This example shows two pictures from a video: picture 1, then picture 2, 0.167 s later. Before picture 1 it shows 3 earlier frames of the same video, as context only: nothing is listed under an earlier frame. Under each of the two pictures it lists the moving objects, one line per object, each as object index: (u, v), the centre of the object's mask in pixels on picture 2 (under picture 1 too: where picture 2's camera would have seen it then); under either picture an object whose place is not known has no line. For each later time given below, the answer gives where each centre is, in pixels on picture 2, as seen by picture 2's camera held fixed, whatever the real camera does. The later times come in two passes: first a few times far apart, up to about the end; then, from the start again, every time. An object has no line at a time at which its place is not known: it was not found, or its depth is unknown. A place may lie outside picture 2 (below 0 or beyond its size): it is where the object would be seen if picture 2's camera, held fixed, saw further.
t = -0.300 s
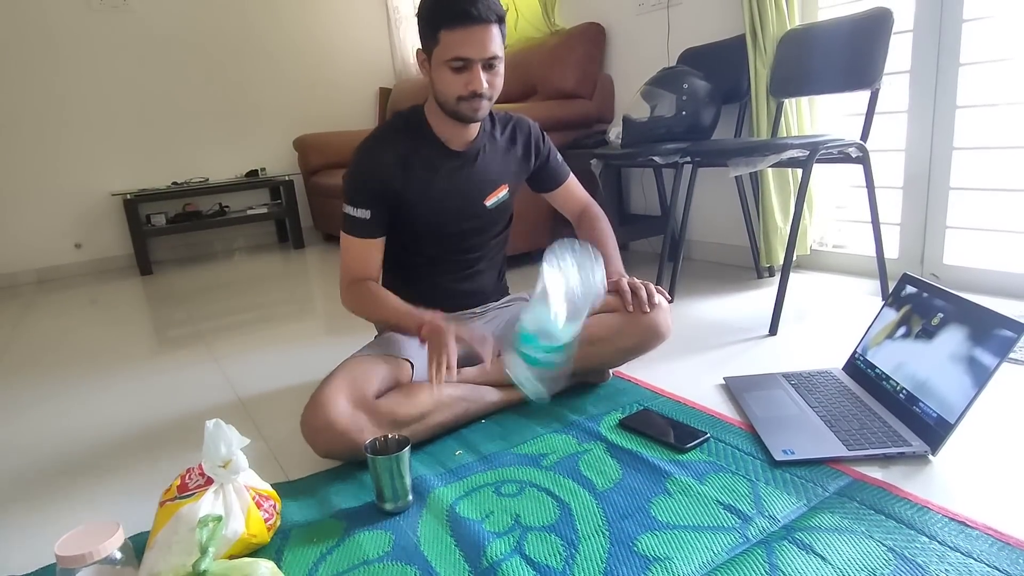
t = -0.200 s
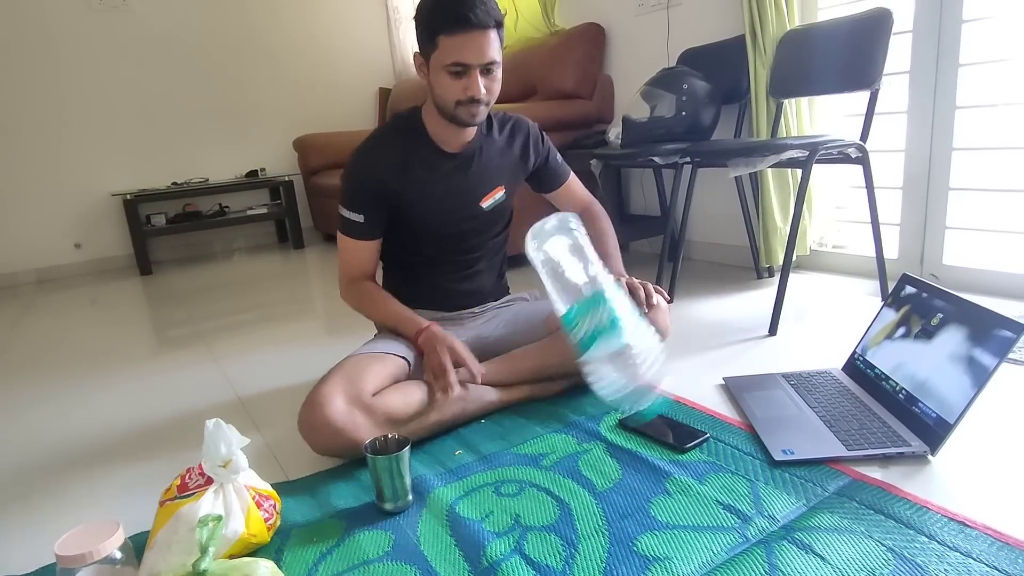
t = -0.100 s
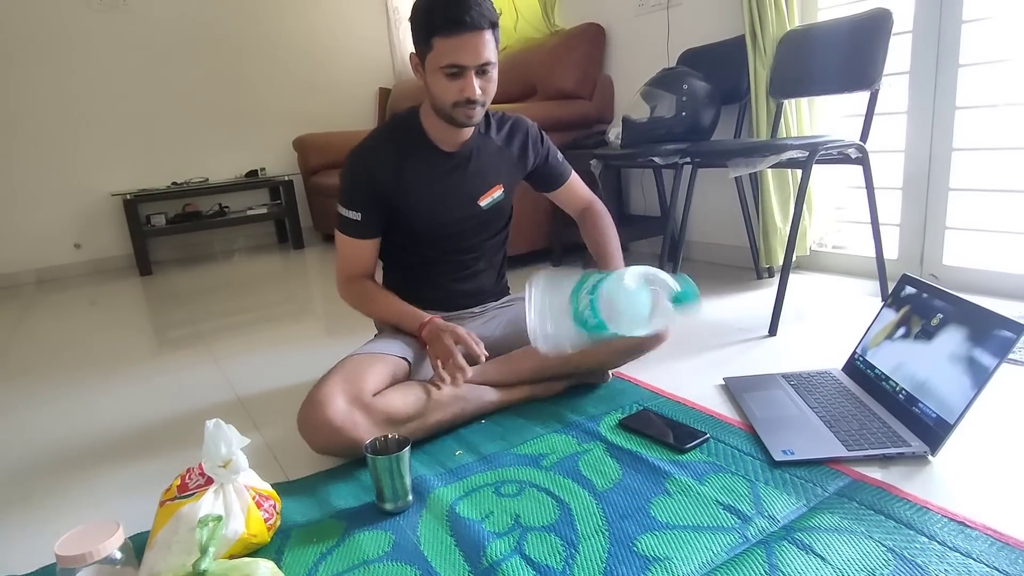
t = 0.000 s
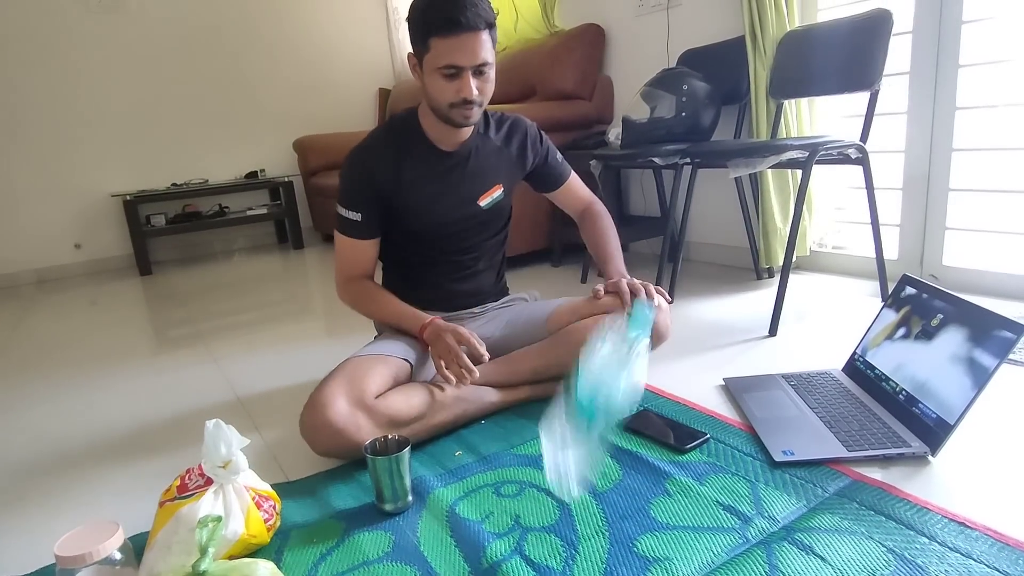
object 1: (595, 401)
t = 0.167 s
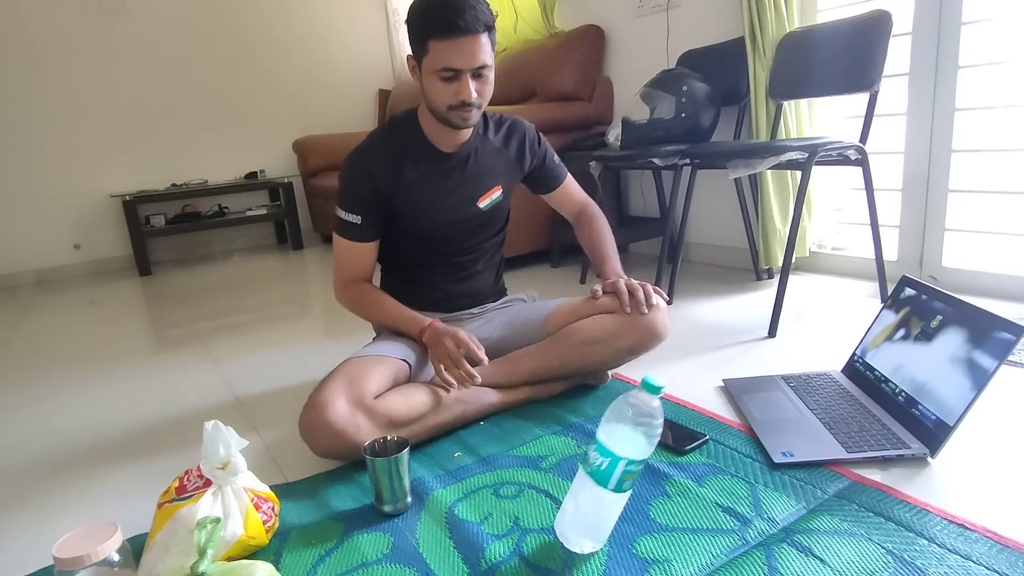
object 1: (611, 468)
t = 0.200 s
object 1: (614, 467)
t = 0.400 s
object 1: (656, 471)
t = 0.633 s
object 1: (682, 508)
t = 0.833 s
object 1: (684, 509)
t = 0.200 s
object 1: (614, 467)
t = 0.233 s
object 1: (618, 466)
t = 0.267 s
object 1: (623, 465)
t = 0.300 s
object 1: (630, 465)
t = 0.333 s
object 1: (639, 465)
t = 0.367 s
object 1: (648, 467)
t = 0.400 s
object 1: (656, 471)
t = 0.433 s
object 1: (665, 477)
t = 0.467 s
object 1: (675, 487)
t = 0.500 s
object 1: (683, 501)
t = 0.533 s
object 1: (682, 503)
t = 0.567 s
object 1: (680, 501)
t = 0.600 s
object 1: (682, 504)
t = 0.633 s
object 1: (682, 508)
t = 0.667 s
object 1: (684, 509)
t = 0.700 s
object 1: (684, 510)
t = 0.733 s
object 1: (684, 510)
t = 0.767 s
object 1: (684, 510)
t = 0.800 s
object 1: (684, 509)
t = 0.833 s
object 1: (684, 509)
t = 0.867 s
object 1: (685, 510)
